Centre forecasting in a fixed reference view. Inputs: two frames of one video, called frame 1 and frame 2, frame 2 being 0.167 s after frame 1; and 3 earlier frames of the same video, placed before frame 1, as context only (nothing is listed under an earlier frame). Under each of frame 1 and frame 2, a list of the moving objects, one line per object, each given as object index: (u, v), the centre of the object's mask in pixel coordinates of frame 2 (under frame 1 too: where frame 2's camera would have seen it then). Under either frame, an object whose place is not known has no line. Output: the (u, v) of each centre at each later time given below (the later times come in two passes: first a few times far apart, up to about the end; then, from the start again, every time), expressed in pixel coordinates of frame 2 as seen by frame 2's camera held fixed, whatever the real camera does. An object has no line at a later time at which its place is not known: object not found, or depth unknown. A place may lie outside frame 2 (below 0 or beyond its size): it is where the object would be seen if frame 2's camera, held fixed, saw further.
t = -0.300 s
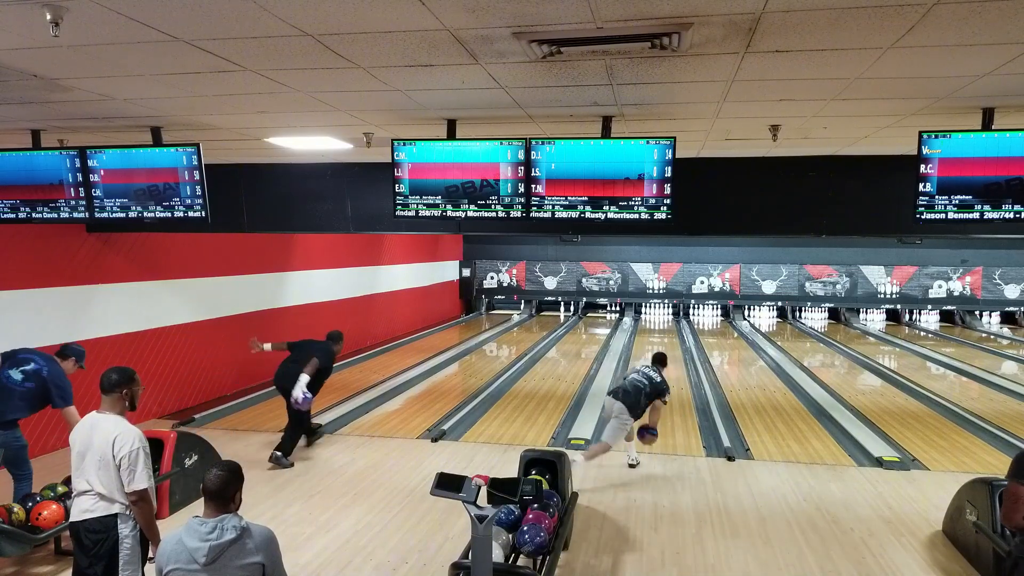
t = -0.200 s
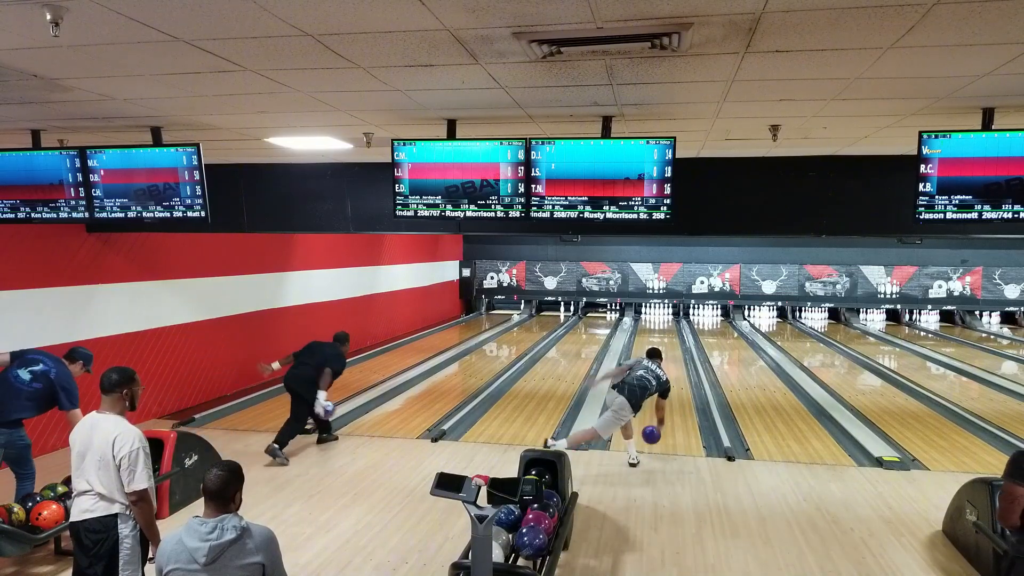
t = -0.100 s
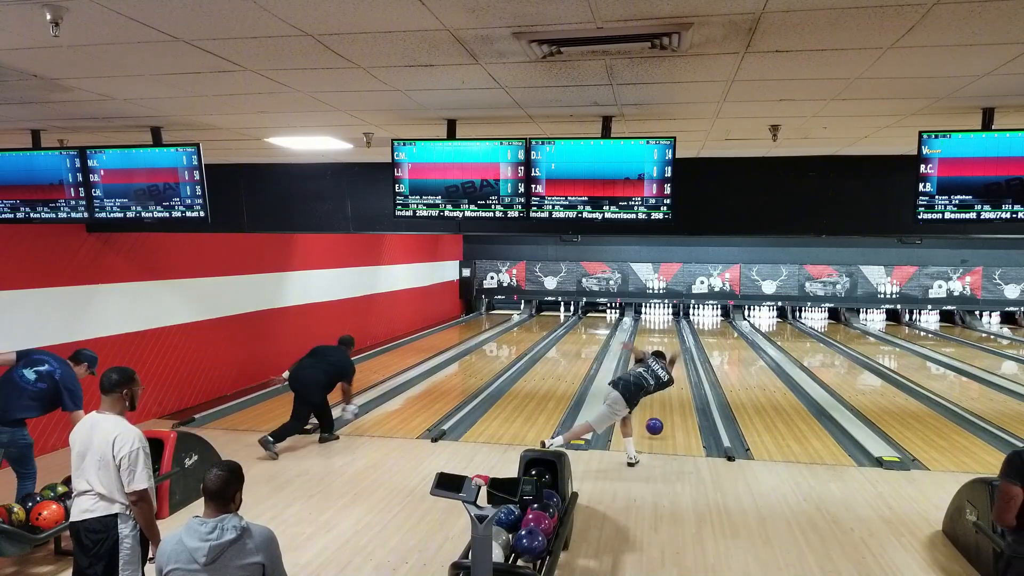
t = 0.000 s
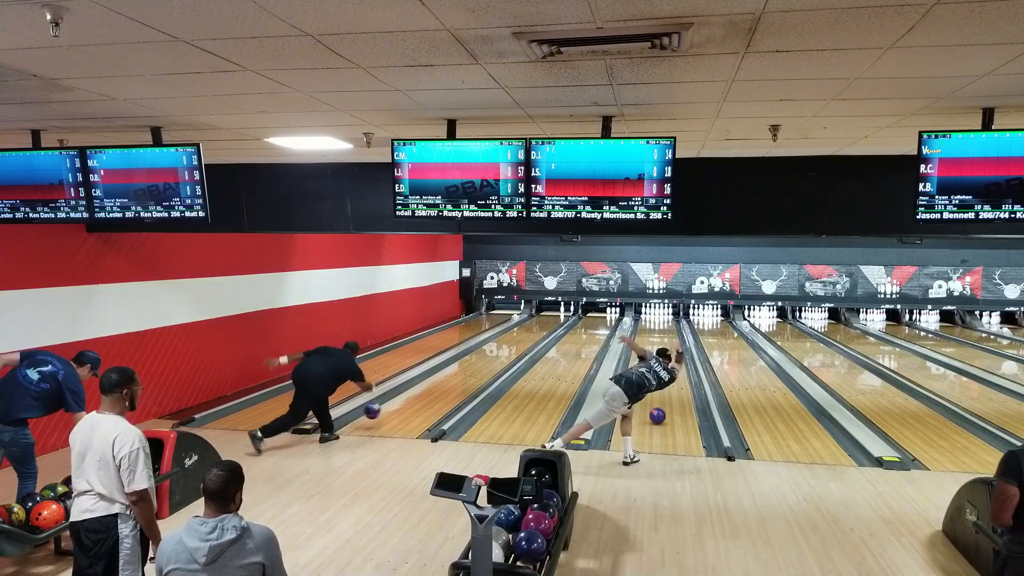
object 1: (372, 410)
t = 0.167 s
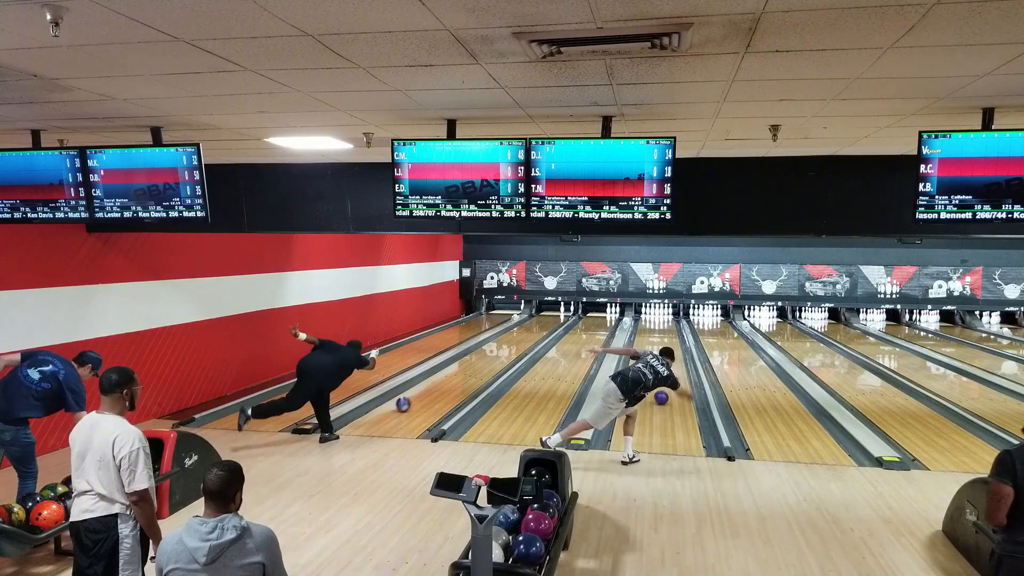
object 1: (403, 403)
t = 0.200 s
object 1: (408, 401)
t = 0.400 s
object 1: (437, 386)
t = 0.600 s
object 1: (461, 374)
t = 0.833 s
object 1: (483, 362)
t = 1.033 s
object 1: (499, 353)
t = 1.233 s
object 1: (512, 346)
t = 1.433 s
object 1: (524, 340)
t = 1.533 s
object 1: (530, 337)
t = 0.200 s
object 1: (408, 401)
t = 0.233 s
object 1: (414, 398)
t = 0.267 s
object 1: (419, 395)
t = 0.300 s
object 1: (424, 393)
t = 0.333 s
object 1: (428, 391)
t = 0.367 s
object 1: (433, 388)
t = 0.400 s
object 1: (437, 386)
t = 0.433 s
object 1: (442, 384)
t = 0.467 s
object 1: (446, 381)
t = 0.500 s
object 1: (450, 379)
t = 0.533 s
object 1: (454, 378)
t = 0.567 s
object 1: (457, 376)
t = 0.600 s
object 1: (461, 374)
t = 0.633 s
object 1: (465, 371)
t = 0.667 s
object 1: (468, 370)
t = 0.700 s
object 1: (471, 368)
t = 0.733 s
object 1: (474, 366)
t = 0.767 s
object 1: (477, 365)
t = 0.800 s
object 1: (480, 363)
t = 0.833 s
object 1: (483, 362)
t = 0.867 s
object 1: (486, 360)
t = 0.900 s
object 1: (489, 359)
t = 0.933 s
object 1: (491, 357)
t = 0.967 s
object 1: (494, 355)
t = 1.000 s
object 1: (497, 354)
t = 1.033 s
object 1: (499, 353)
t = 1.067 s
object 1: (502, 351)
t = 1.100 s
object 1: (505, 350)
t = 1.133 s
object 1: (506, 349)
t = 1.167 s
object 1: (508, 348)
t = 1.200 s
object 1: (511, 347)
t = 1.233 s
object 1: (512, 346)
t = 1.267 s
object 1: (515, 345)
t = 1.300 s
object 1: (517, 344)
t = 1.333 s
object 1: (519, 343)
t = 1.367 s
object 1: (521, 341)
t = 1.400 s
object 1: (523, 340)
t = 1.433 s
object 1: (524, 340)
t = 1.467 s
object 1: (526, 339)
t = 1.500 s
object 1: (528, 338)
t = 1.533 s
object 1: (530, 337)
